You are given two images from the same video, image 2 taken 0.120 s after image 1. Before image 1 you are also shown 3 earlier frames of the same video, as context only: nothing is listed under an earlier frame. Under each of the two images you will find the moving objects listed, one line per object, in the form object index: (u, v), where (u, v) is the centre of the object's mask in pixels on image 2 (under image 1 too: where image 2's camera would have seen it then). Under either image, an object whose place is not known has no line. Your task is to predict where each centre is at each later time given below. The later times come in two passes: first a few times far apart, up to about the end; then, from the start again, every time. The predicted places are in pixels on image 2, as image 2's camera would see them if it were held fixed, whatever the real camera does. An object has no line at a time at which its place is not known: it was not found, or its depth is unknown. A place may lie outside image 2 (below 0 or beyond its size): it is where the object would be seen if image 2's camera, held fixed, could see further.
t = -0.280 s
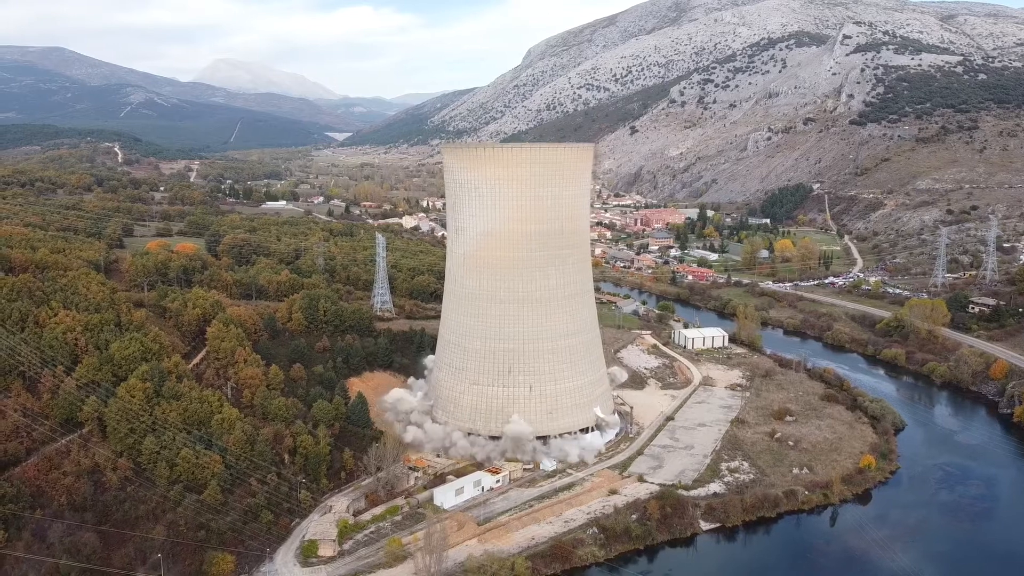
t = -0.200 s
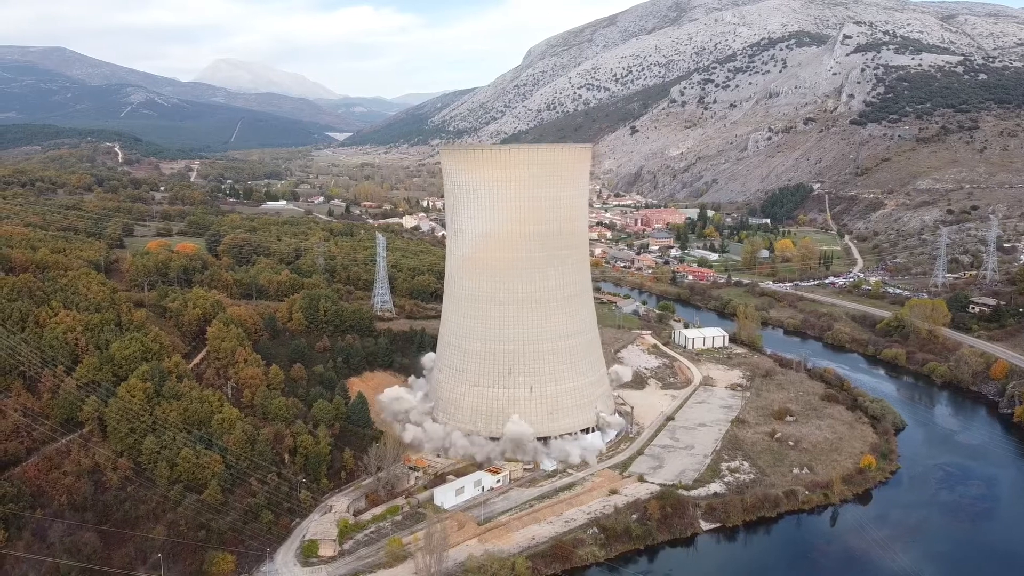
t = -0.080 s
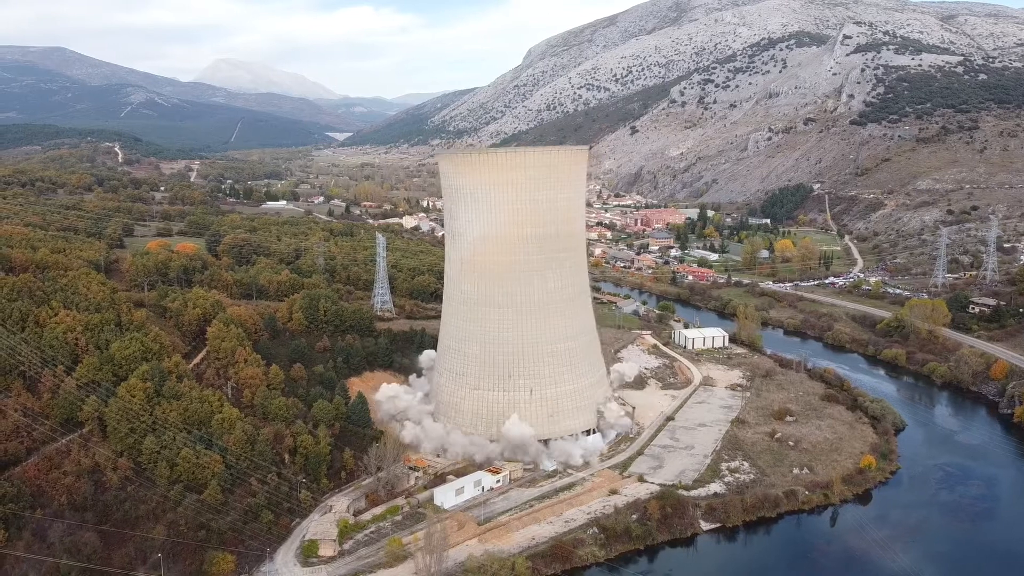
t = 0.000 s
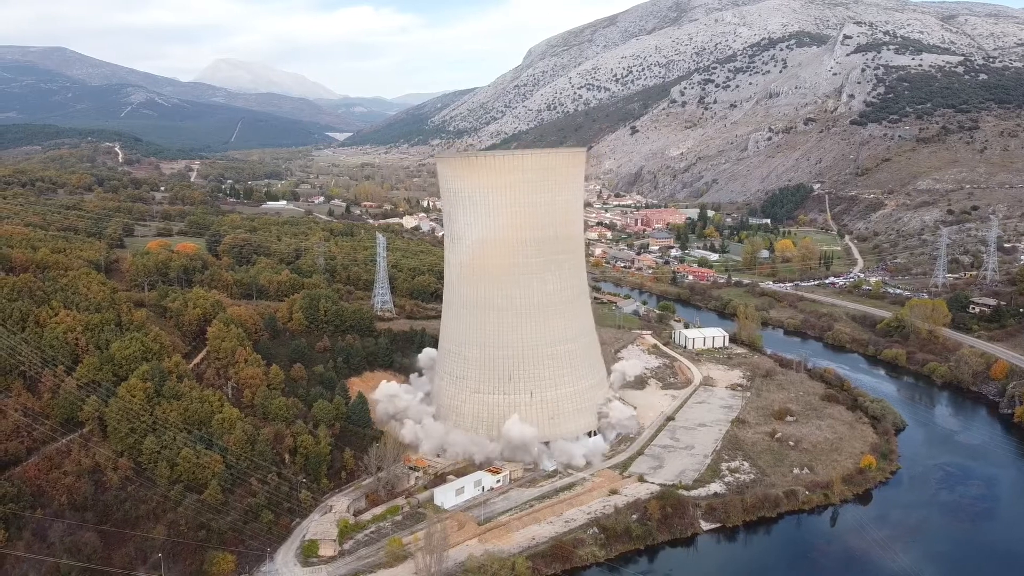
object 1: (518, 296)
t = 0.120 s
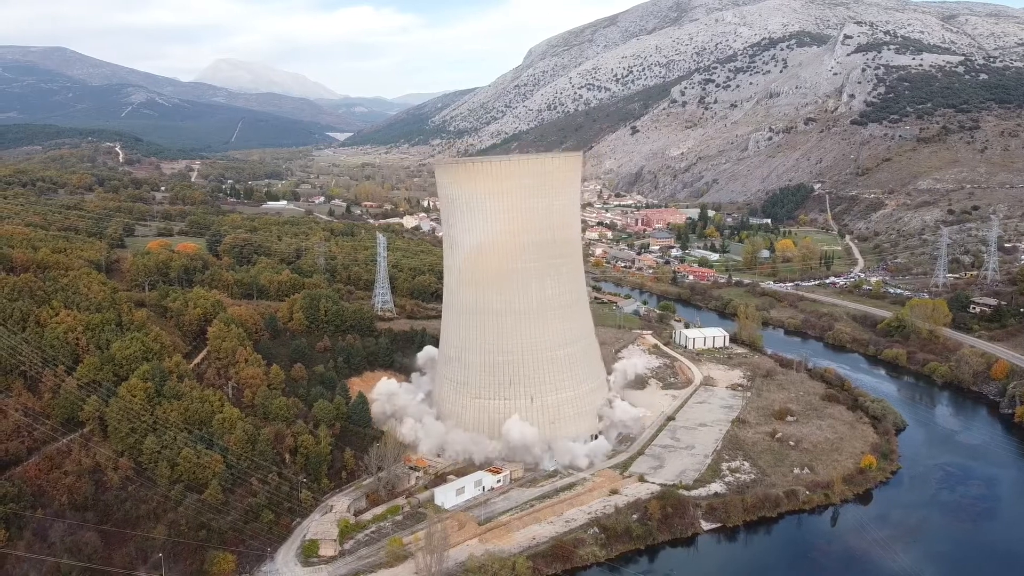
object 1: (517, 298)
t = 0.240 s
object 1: (515, 303)
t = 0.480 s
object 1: (512, 307)
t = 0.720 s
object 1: (508, 315)
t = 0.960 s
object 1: (504, 320)
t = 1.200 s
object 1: (498, 321)
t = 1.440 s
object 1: (495, 322)
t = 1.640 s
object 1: (493, 322)
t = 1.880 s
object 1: (492, 323)
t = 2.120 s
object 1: (491, 328)
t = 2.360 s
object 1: (492, 334)
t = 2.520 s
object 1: (492, 339)
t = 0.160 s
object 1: (516, 301)
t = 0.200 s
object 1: (516, 300)
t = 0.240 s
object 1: (515, 303)
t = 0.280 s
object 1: (515, 305)
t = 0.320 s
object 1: (514, 303)
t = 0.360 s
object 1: (513, 304)
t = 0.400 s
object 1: (513, 306)
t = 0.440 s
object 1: (512, 306)
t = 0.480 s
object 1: (512, 307)
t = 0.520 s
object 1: (511, 308)
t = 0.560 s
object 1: (510, 309)
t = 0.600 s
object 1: (510, 310)
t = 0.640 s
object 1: (509, 311)
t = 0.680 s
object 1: (508, 314)
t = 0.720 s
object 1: (508, 315)
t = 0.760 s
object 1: (507, 316)
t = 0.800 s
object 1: (506, 316)
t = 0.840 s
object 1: (506, 317)
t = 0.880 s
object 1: (505, 318)
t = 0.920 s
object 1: (504, 319)
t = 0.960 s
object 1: (504, 320)
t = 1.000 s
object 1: (503, 319)
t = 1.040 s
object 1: (502, 320)
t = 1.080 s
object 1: (501, 320)
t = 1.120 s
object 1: (500, 321)
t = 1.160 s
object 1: (499, 321)
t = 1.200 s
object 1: (498, 321)
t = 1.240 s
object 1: (498, 321)
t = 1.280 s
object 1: (497, 321)
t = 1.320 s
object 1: (496, 321)
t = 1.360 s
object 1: (496, 321)
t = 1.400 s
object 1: (495, 322)
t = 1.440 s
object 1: (495, 322)
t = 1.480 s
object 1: (494, 322)
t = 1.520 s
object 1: (494, 322)
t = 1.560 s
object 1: (494, 323)
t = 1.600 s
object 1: (493, 323)
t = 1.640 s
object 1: (493, 322)
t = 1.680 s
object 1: (493, 322)
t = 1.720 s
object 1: (493, 322)
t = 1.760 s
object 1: (492, 323)
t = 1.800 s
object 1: (492, 323)
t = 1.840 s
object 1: (492, 322)
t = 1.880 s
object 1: (492, 323)
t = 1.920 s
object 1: (492, 324)
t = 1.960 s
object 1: (491, 325)
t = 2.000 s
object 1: (491, 326)
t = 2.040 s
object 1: (491, 326)
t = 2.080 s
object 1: (491, 327)
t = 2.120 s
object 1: (491, 328)
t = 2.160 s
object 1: (491, 329)
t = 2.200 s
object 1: (491, 330)
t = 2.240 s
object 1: (491, 331)
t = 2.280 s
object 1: (491, 331)
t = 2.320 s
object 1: (491, 333)
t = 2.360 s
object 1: (492, 334)
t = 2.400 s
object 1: (492, 335)
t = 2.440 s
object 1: (492, 337)
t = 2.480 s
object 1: (492, 338)
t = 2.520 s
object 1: (492, 339)
